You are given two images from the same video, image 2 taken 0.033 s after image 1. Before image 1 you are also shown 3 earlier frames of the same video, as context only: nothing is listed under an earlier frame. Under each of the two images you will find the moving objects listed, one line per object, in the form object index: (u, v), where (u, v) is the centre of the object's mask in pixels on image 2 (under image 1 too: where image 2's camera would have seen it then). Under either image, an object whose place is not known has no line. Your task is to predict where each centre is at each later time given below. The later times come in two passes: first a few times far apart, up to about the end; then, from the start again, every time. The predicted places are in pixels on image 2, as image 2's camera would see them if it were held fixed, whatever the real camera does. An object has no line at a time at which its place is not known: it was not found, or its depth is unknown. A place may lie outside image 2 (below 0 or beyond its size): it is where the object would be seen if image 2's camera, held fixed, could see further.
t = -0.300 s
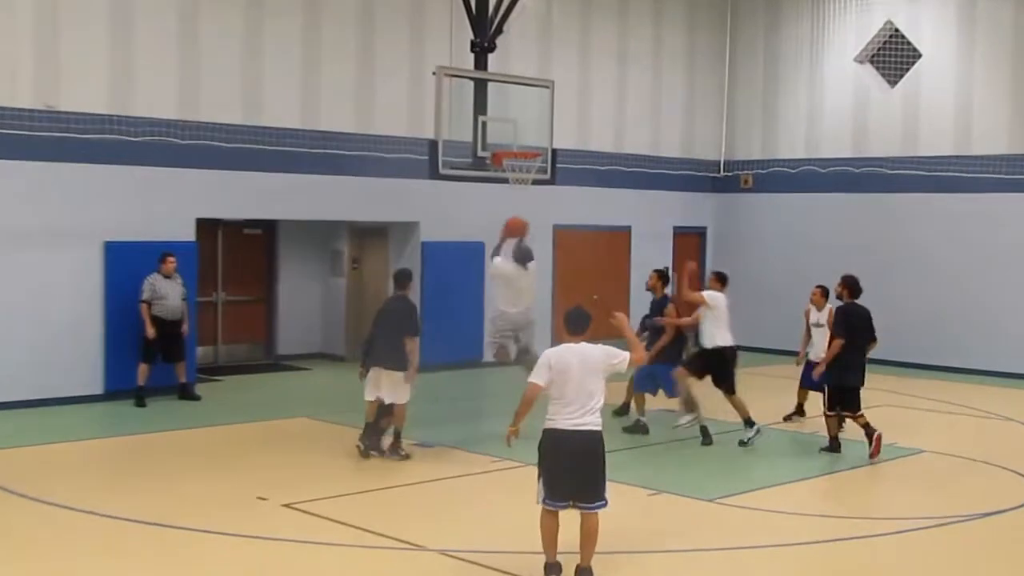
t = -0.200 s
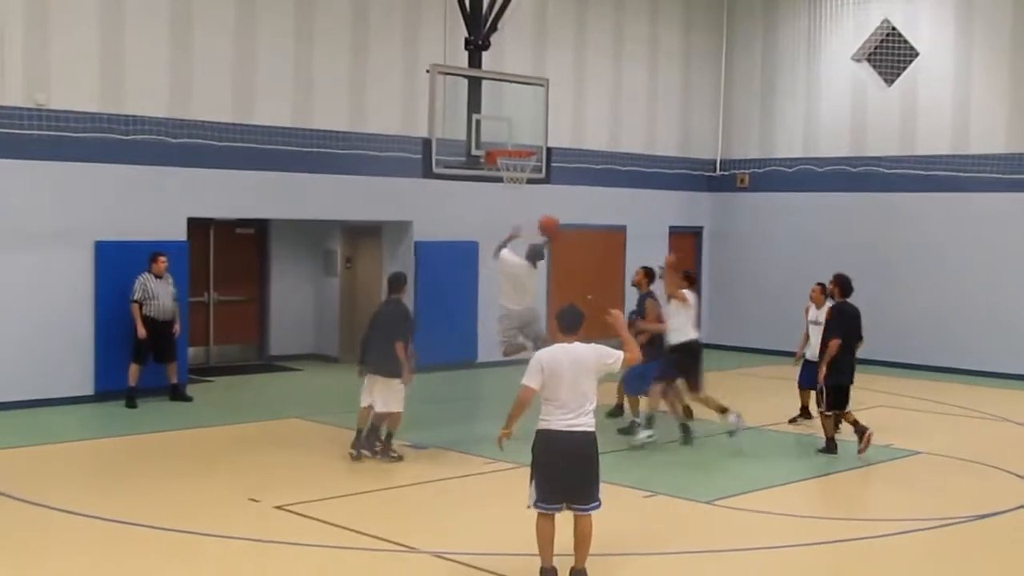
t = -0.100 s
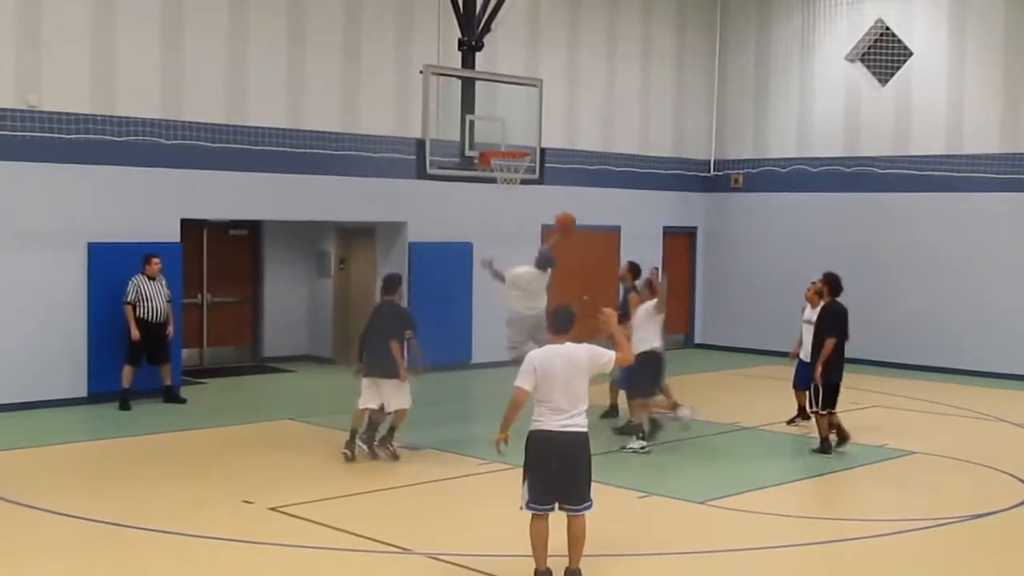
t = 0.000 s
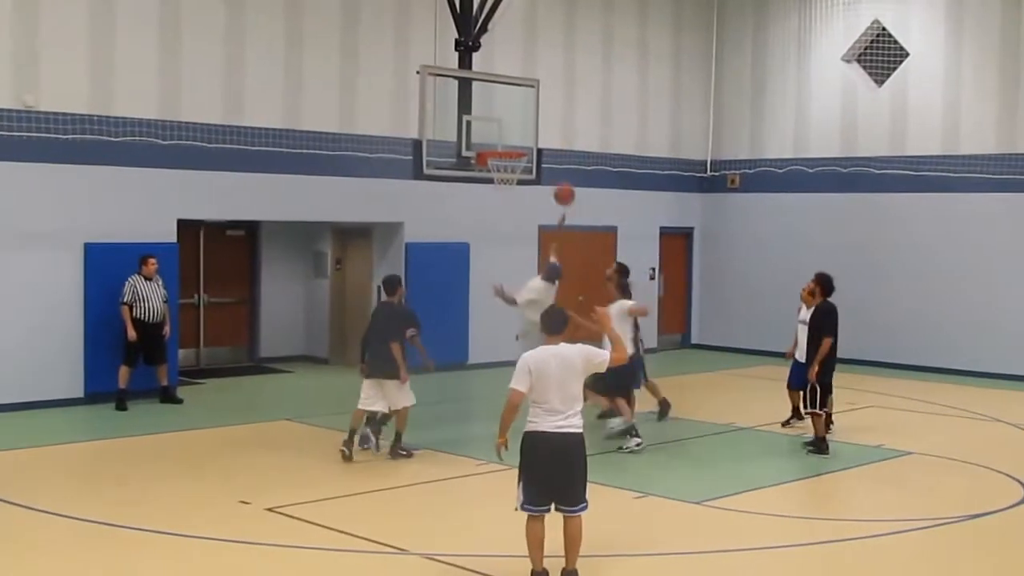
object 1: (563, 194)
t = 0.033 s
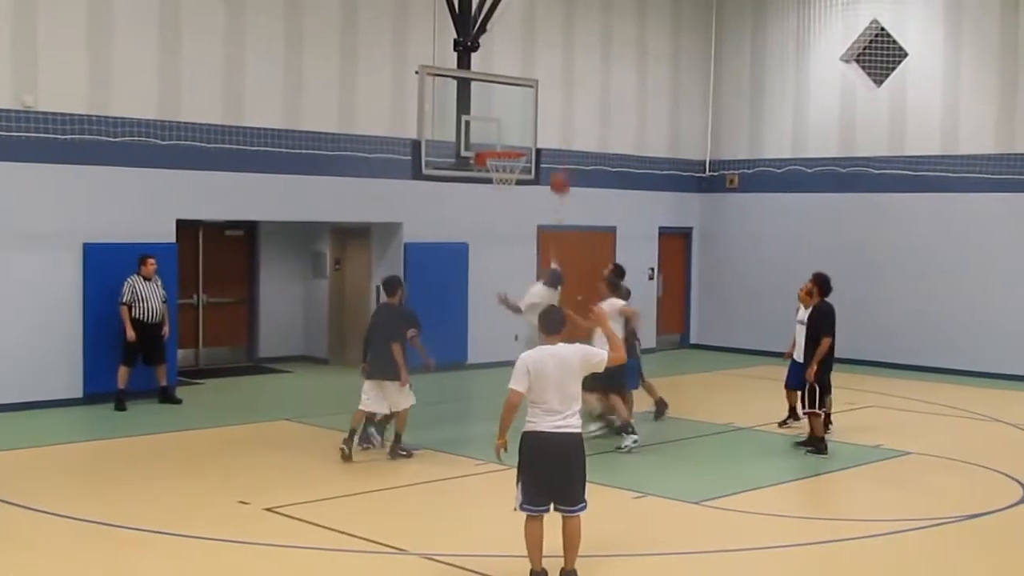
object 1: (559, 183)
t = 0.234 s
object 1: (541, 137)
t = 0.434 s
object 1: (522, 126)
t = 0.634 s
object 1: (503, 146)
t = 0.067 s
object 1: (557, 172)
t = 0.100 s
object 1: (554, 164)
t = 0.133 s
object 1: (550, 156)
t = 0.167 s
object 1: (548, 148)
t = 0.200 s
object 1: (544, 142)
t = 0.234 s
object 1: (541, 137)
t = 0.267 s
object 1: (538, 133)
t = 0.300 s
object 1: (534, 130)
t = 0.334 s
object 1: (531, 127)
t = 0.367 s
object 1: (528, 126)
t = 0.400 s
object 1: (525, 125)
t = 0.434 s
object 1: (522, 126)
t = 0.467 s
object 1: (518, 127)
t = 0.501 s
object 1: (515, 130)
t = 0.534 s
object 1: (512, 133)
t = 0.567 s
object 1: (508, 137)
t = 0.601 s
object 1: (505, 142)
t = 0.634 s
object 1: (503, 146)
